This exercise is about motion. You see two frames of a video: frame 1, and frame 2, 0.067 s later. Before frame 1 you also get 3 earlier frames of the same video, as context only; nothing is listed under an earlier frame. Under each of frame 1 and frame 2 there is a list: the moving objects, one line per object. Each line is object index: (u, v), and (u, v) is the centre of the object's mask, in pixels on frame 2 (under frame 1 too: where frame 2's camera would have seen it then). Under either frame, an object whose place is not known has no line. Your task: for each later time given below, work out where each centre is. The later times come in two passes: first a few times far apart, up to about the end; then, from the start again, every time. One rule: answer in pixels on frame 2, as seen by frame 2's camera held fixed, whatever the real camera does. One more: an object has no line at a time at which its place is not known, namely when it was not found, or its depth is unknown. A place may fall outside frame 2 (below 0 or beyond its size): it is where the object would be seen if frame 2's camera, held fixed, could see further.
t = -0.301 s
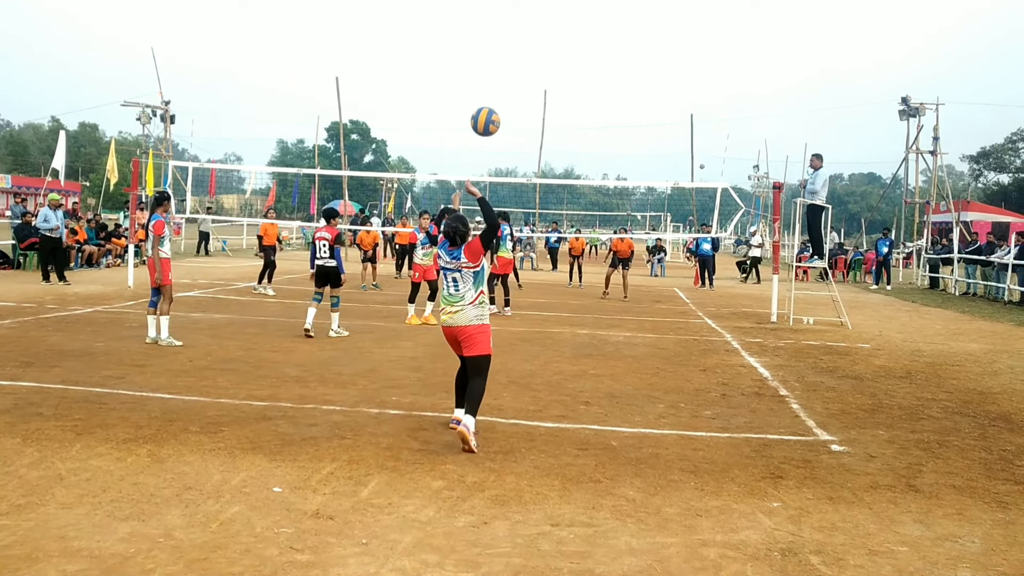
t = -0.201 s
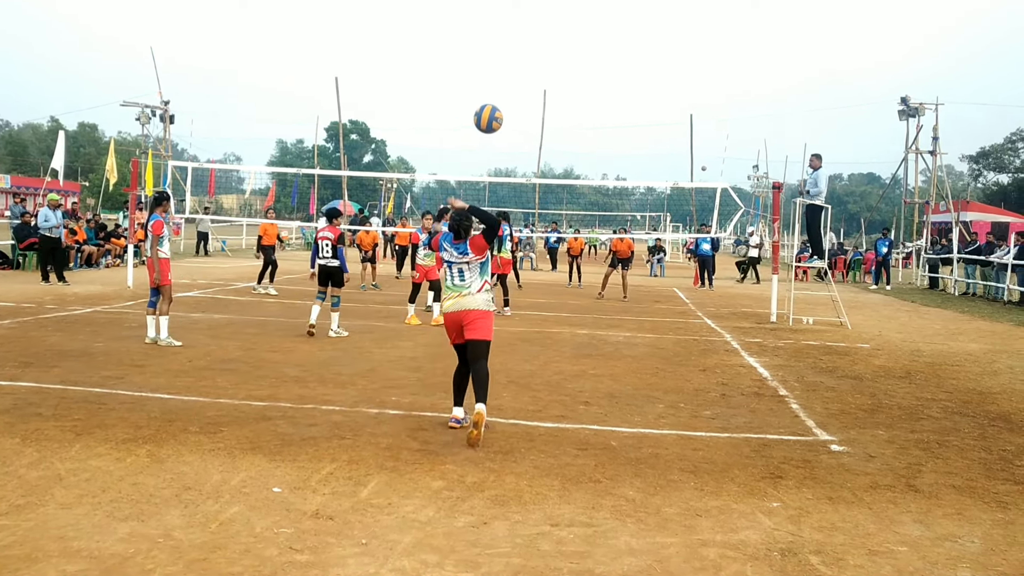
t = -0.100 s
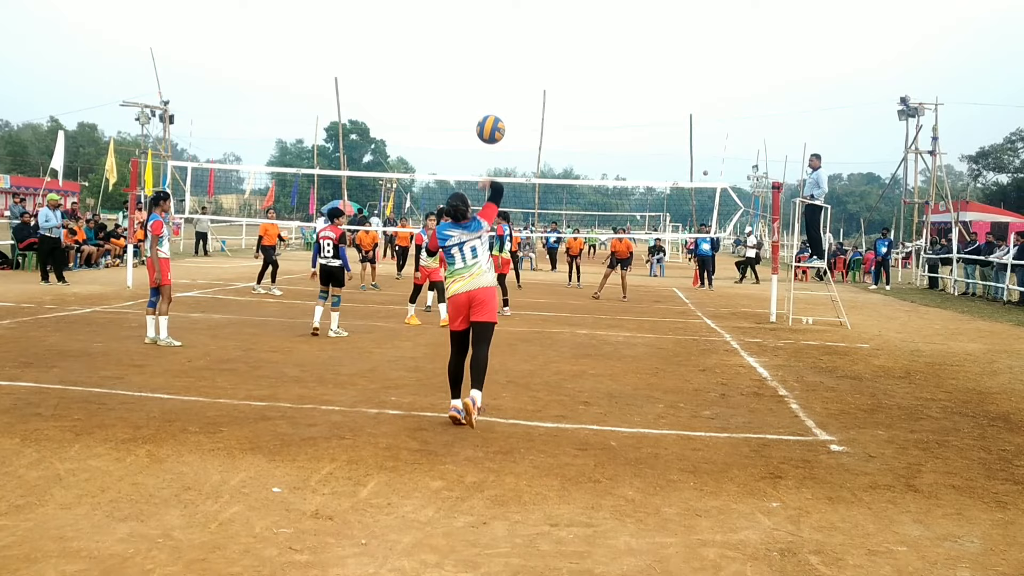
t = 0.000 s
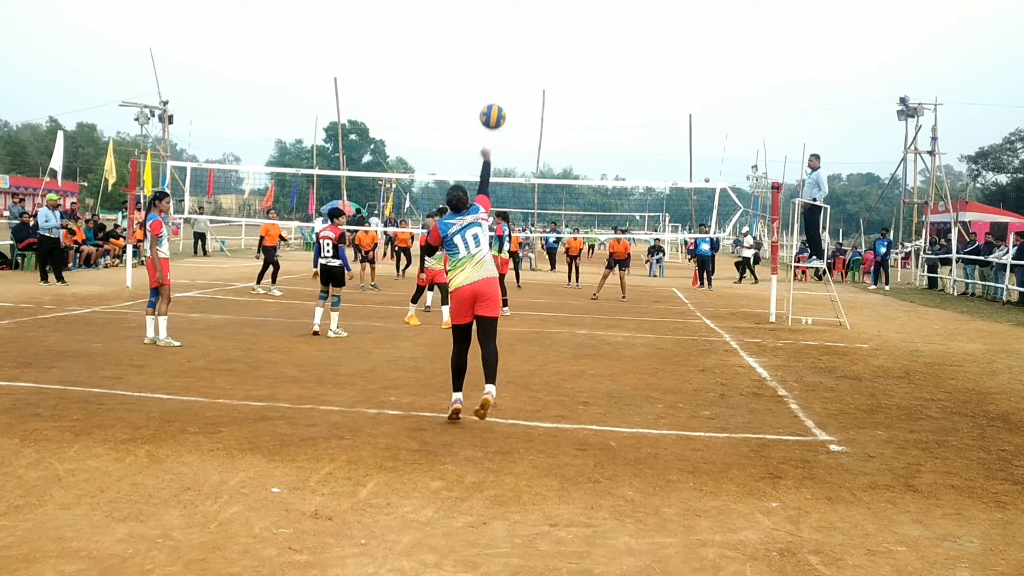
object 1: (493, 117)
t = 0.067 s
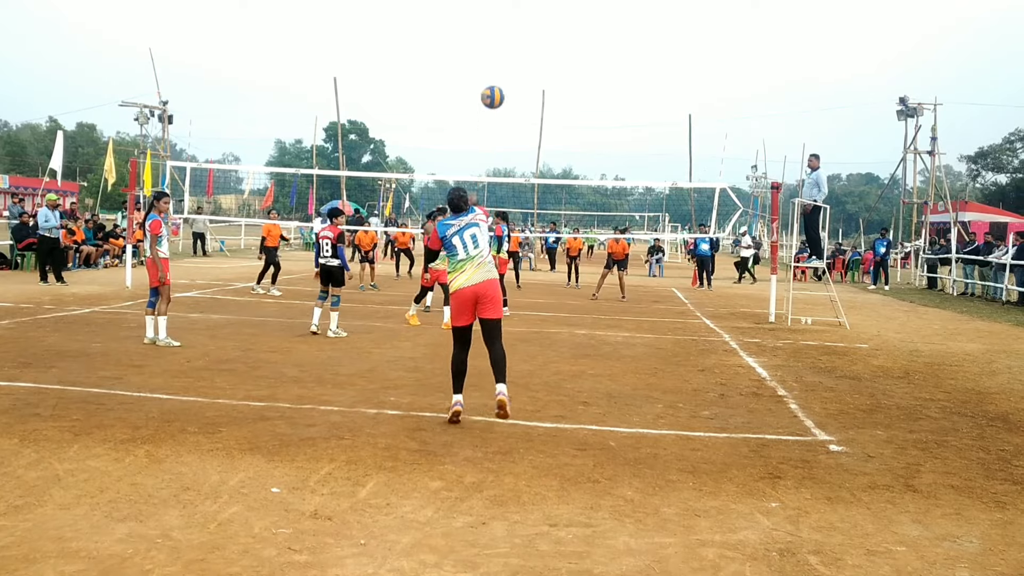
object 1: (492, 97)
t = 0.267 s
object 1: (489, 82)
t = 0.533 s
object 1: (481, 117)
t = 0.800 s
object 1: (477, 174)
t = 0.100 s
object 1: (492, 91)
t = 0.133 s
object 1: (491, 86)
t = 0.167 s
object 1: (491, 83)
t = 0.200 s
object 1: (490, 81)
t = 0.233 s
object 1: (490, 81)
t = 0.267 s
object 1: (489, 82)
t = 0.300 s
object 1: (488, 84)
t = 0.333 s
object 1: (486, 86)
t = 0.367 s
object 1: (485, 90)
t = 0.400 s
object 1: (484, 95)
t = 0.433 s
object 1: (483, 100)
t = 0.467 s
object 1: (482, 105)
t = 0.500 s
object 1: (482, 111)
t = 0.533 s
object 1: (481, 117)
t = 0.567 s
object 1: (481, 124)
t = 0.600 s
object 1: (481, 130)
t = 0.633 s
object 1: (481, 138)
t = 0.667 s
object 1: (480, 145)
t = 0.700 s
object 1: (480, 152)
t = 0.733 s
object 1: (479, 160)
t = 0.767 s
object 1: (478, 168)
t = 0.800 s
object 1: (477, 174)
